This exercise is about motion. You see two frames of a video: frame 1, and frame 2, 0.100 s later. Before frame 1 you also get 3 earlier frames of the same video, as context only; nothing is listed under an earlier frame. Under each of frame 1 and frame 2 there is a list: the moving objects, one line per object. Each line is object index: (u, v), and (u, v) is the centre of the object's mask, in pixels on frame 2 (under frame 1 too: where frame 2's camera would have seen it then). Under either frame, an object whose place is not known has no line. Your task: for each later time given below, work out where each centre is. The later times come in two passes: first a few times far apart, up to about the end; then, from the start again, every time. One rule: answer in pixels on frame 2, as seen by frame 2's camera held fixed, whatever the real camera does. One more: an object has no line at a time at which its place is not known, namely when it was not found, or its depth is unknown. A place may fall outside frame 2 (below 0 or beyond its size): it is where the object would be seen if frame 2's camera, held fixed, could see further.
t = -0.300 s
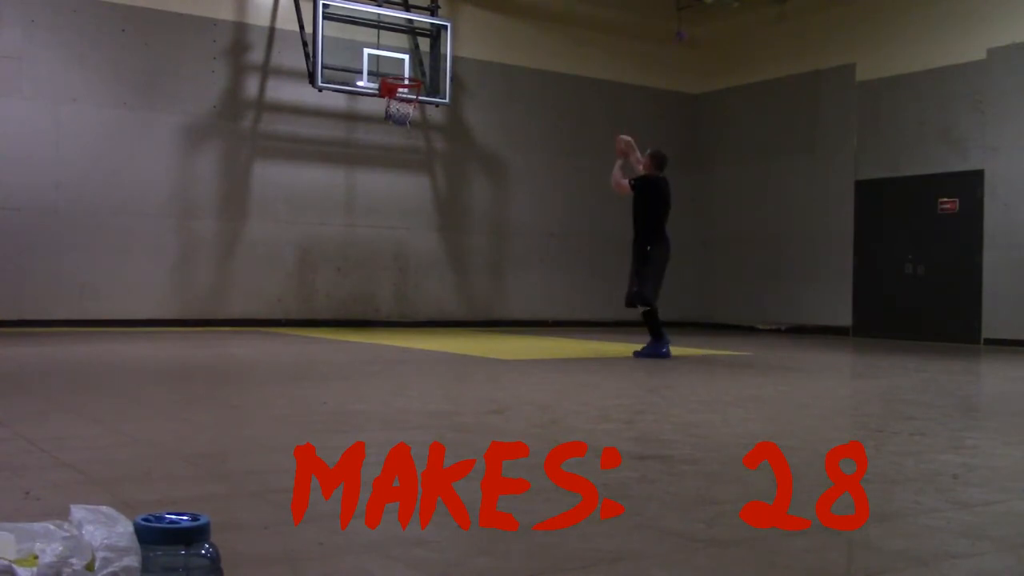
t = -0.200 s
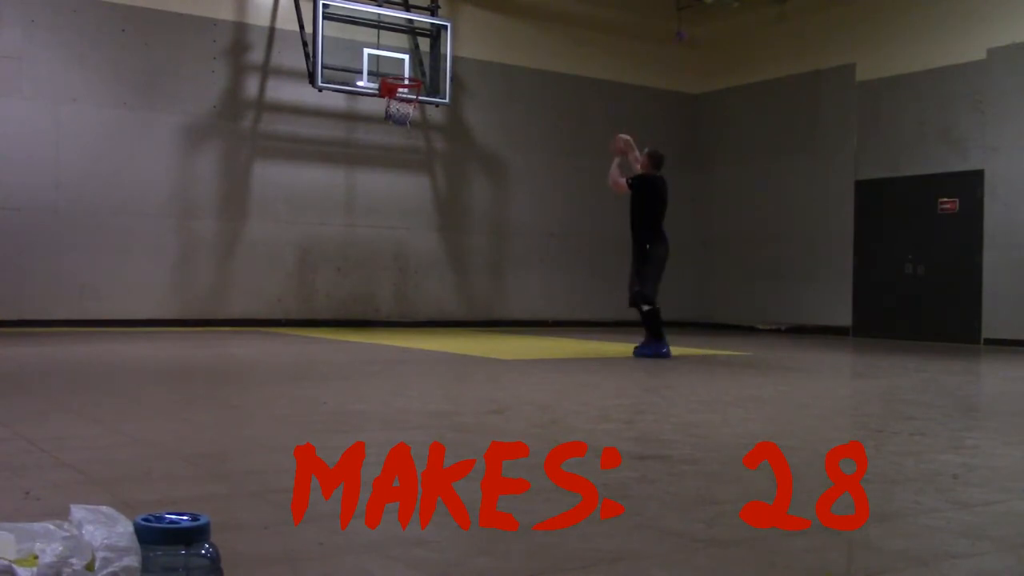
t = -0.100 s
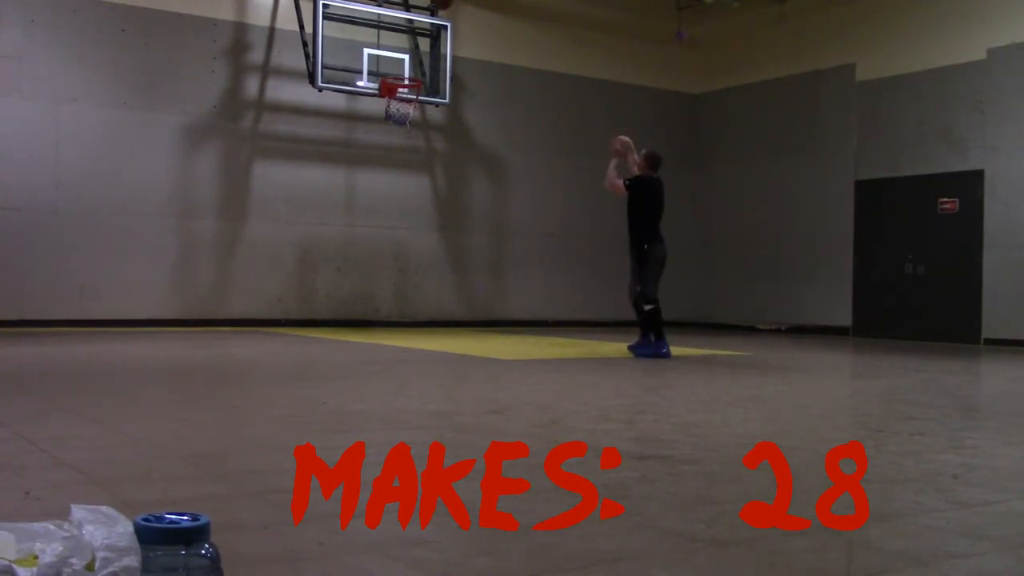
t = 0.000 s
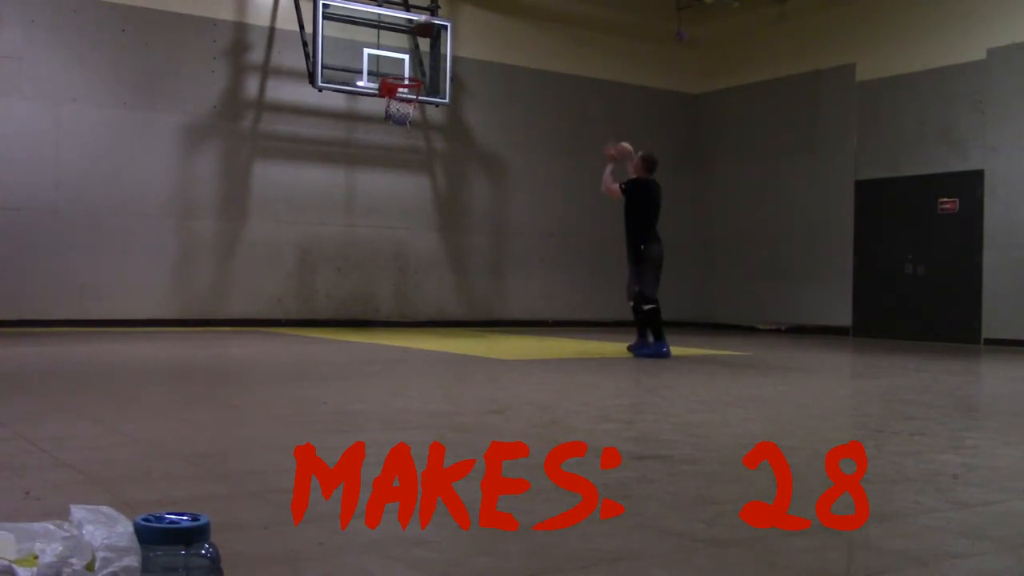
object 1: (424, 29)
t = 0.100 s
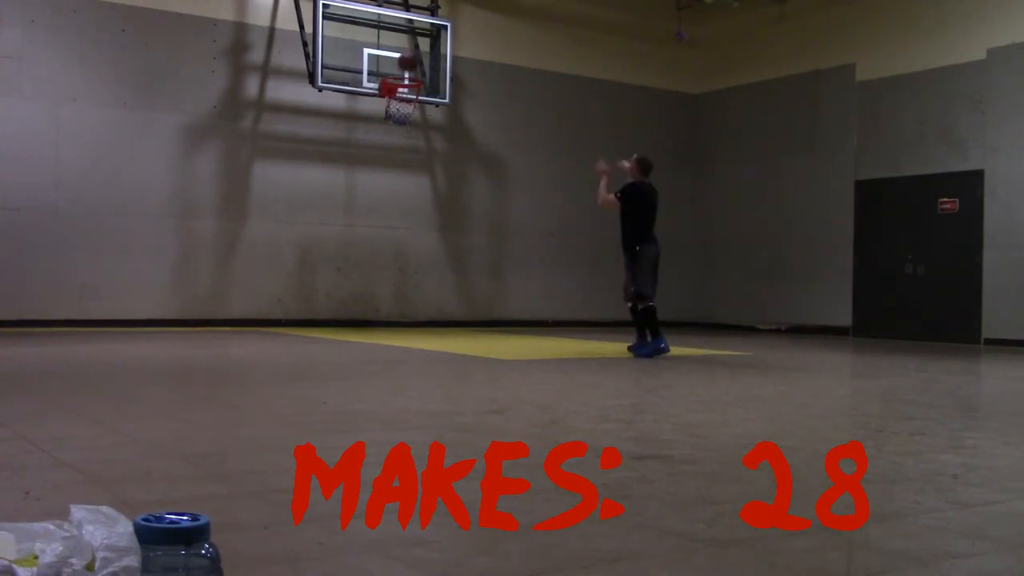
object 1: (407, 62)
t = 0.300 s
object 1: (382, 132)
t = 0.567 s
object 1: (358, 239)
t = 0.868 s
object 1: (346, 266)
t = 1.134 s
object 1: (349, 206)
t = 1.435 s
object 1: (350, 204)
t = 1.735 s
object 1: (351, 269)
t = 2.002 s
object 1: (350, 285)
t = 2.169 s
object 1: (350, 257)
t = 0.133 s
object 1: (402, 72)
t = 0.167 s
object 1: (399, 92)
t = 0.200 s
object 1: (392, 106)
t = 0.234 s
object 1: (388, 113)
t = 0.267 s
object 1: (385, 121)
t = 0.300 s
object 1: (382, 132)
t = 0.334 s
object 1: (379, 142)
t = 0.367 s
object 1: (376, 153)
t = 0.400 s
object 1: (373, 165)
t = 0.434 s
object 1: (370, 178)
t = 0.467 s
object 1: (367, 193)
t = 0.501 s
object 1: (364, 208)
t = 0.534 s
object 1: (361, 223)
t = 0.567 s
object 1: (358, 239)
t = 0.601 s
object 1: (355, 256)
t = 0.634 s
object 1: (352, 273)
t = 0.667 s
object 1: (349, 292)
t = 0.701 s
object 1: (346, 311)
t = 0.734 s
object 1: (345, 314)
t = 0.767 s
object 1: (345, 303)
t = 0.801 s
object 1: (345, 290)
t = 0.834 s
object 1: (346, 277)
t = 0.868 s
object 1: (346, 266)
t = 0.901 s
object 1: (347, 256)
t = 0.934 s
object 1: (347, 246)
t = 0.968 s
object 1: (347, 238)
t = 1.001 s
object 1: (348, 230)
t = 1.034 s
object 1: (348, 222)
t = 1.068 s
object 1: (348, 216)
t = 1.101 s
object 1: (348, 211)
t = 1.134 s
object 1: (349, 206)
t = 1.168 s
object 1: (349, 203)
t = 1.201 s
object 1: (349, 200)
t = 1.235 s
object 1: (349, 198)
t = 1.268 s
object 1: (350, 197)
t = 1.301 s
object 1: (350, 197)
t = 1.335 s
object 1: (350, 197)
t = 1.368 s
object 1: (350, 198)
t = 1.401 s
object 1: (350, 201)
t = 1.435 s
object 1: (350, 204)
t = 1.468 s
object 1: (350, 208)
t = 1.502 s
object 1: (350, 212)
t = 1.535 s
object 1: (350, 218)
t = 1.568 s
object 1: (351, 224)
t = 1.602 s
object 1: (351, 232)
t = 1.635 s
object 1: (351, 240)
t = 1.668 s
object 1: (351, 249)
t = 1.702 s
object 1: (351, 259)
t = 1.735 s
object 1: (351, 269)
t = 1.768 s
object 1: (351, 280)
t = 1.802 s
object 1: (351, 293)
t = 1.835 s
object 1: (350, 307)
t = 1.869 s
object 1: (351, 319)
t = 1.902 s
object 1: (350, 312)
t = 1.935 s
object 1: (350, 302)
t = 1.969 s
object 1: (351, 293)
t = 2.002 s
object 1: (350, 285)
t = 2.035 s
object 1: (350, 277)
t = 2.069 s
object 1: (350, 271)
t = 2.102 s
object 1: (350, 265)
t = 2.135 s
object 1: (350, 261)
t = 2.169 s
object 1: (350, 257)
